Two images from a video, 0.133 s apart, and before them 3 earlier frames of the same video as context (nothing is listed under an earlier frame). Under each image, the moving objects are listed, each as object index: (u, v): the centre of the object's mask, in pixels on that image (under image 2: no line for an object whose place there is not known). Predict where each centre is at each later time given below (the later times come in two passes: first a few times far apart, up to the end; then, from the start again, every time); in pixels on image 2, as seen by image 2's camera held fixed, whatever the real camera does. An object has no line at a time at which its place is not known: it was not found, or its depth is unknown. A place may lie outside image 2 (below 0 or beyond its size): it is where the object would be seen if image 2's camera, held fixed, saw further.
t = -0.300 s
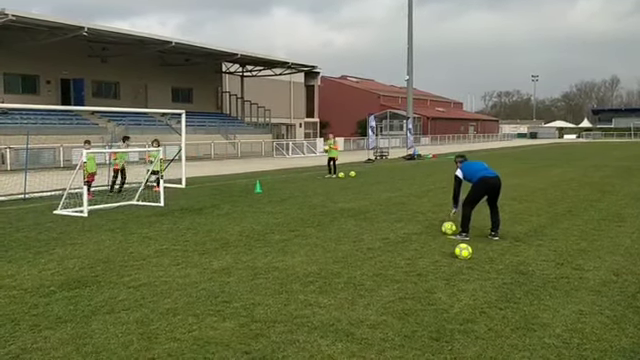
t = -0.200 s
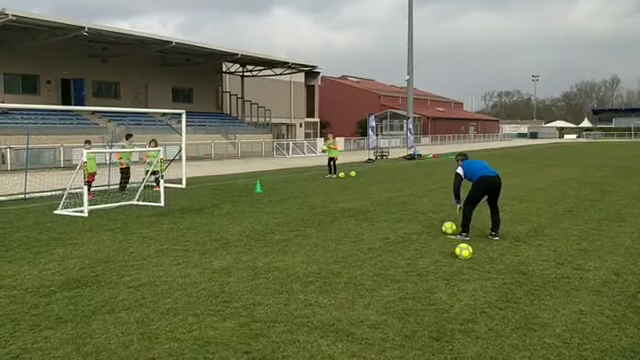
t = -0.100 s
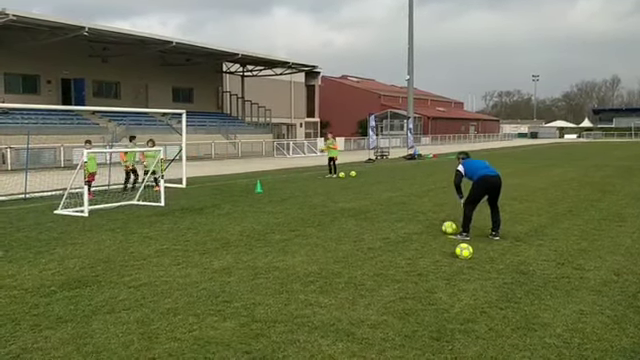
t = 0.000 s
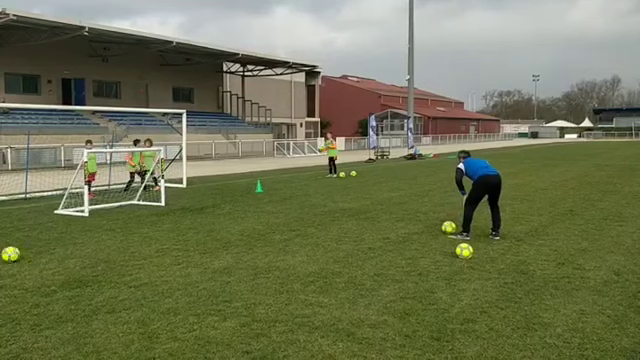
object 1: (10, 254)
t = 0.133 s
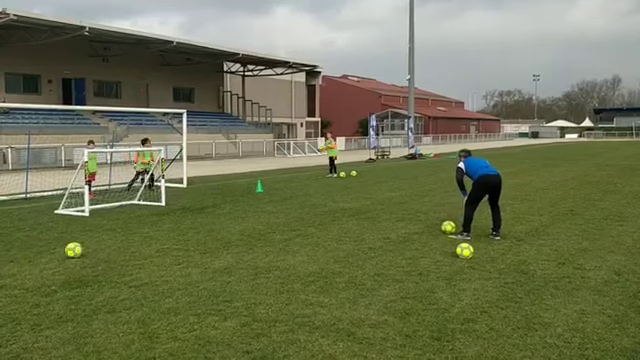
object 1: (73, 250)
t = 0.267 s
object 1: (126, 247)
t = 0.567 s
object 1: (213, 240)
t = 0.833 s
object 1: (266, 236)
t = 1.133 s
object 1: (315, 234)
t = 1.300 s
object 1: (340, 230)
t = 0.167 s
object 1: (88, 249)
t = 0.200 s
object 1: (101, 248)
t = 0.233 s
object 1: (114, 247)
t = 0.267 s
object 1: (126, 247)
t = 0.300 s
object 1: (139, 246)
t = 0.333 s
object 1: (149, 244)
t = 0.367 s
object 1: (159, 242)
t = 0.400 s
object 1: (169, 241)
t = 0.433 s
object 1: (178, 241)
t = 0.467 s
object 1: (189, 241)
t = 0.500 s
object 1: (198, 242)
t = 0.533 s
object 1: (206, 241)
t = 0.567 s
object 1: (213, 240)
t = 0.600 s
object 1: (220, 240)
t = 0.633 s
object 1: (227, 239)
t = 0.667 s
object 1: (233, 239)
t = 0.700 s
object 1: (240, 239)
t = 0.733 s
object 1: (247, 238)
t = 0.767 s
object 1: (253, 237)
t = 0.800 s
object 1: (260, 237)
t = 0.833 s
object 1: (266, 236)
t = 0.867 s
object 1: (271, 236)
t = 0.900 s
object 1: (278, 236)
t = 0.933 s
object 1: (283, 235)
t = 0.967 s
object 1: (288, 235)
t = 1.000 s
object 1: (294, 235)
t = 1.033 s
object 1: (300, 234)
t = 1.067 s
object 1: (305, 234)
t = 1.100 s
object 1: (310, 234)
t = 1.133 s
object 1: (315, 234)
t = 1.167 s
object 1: (320, 233)
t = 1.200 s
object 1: (325, 232)
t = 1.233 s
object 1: (330, 232)
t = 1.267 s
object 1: (335, 231)
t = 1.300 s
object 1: (340, 230)
